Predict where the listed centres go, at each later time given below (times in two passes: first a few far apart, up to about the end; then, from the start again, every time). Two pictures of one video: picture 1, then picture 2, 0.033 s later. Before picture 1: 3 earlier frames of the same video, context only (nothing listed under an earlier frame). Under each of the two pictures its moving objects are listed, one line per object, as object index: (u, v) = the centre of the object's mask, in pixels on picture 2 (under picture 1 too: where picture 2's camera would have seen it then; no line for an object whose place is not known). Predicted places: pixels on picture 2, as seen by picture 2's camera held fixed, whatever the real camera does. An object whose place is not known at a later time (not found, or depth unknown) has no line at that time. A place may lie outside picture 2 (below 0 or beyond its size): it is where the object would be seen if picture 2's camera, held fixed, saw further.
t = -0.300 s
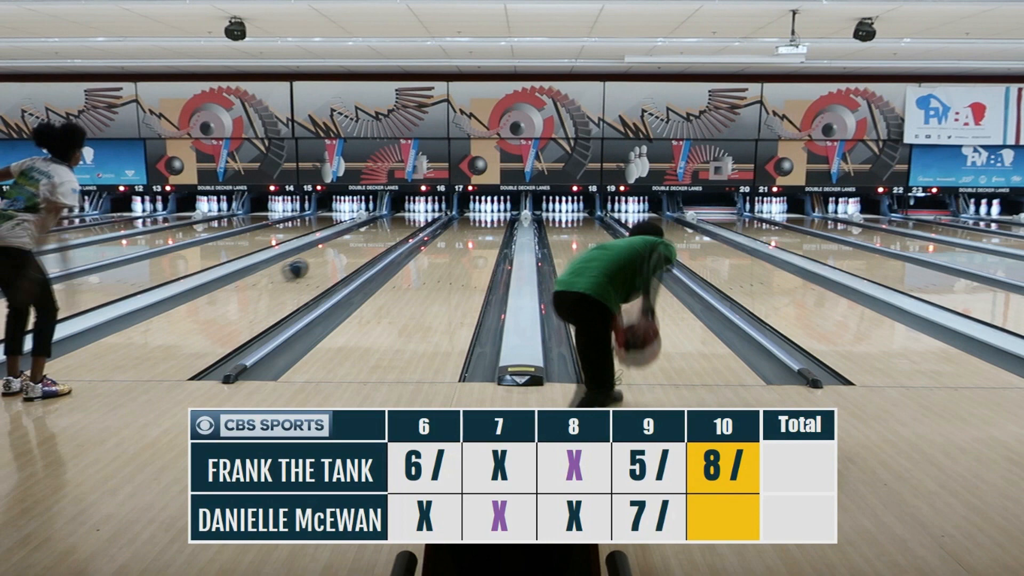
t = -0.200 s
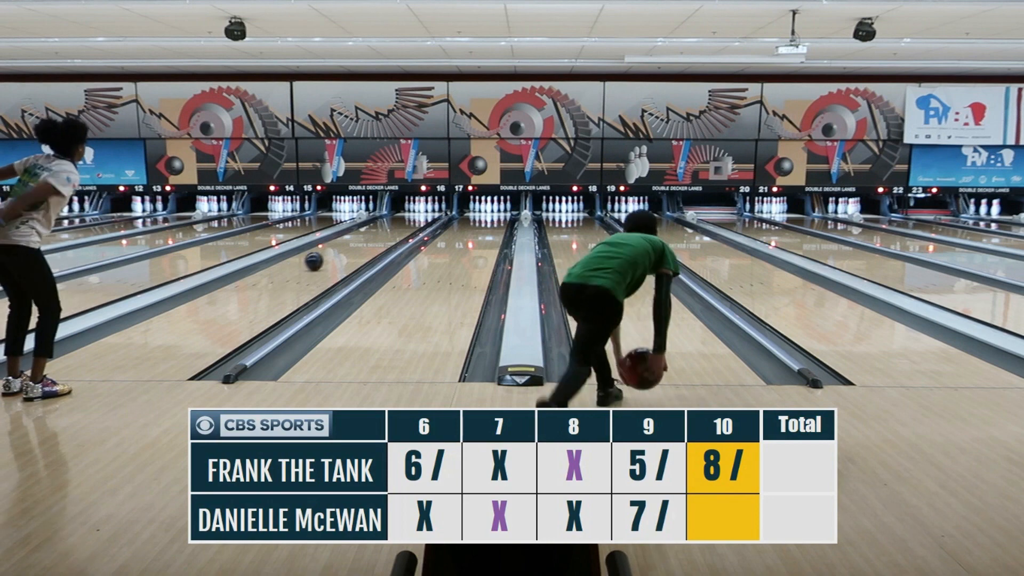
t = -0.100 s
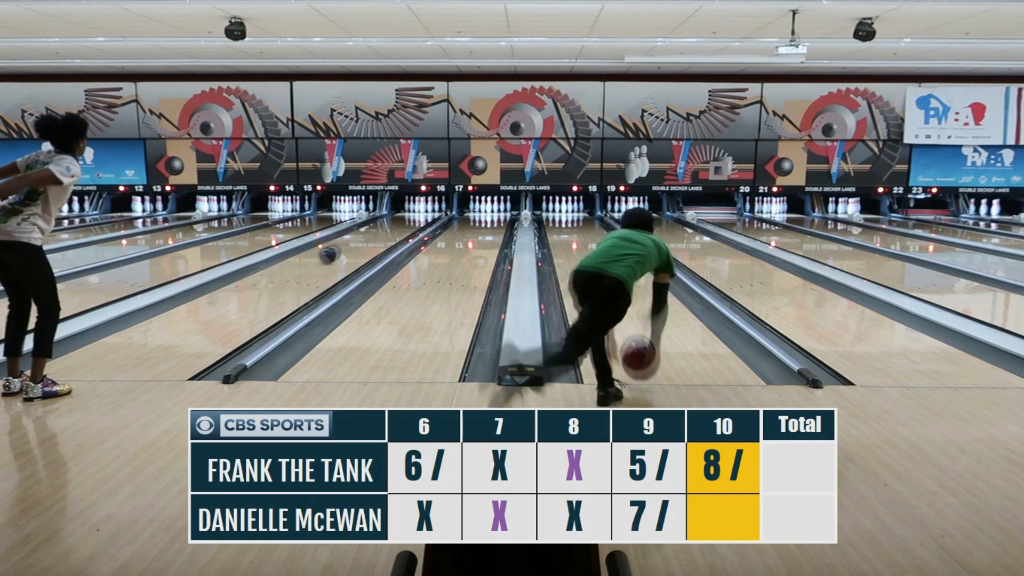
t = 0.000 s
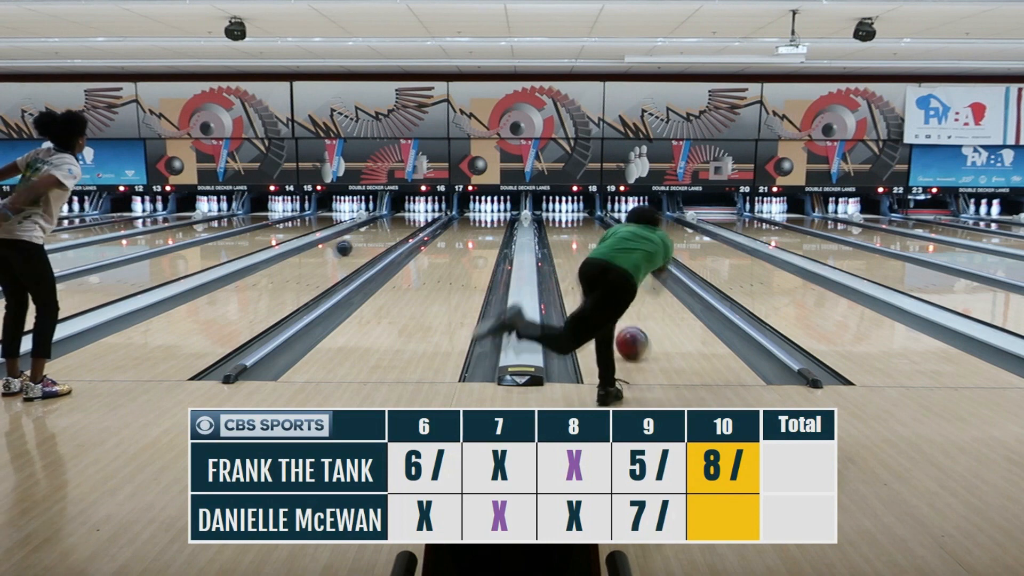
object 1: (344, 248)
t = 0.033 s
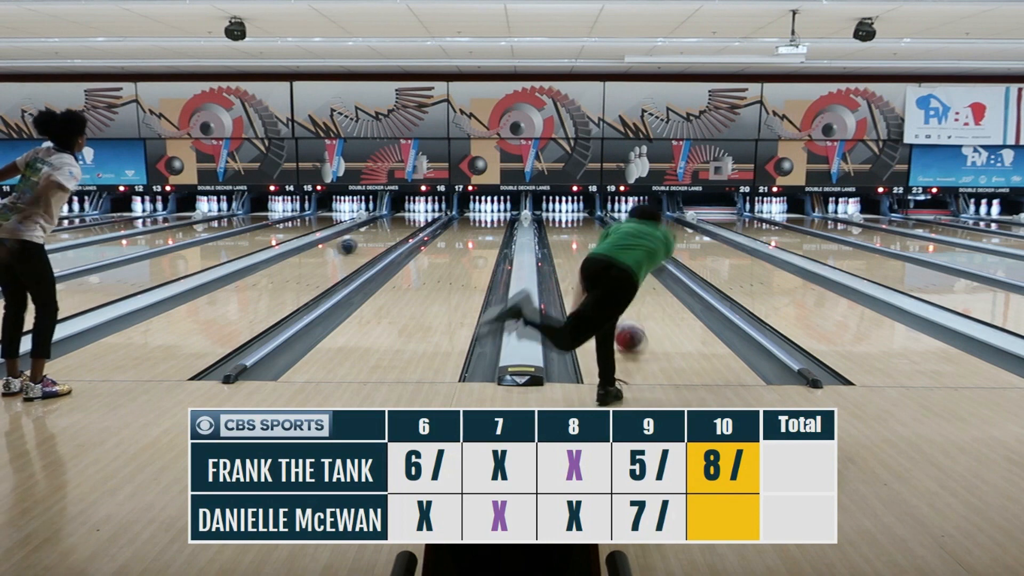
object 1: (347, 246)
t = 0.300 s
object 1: (375, 235)
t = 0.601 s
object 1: (398, 226)
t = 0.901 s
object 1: (414, 218)
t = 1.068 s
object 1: (420, 214)
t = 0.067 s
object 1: (350, 245)
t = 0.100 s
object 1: (354, 244)
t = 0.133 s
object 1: (359, 242)
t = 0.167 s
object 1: (363, 240)
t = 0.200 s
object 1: (367, 238)
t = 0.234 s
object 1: (368, 237)
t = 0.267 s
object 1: (371, 236)
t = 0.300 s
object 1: (375, 235)
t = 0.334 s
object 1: (379, 233)
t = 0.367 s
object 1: (381, 232)
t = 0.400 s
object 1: (383, 232)
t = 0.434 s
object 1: (386, 230)
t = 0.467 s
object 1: (388, 229)
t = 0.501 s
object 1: (391, 228)
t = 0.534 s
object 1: (394, 227)
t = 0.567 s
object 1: (395, 227)
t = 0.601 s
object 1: (398, 226)
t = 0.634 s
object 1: (400, 224)
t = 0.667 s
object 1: (402, 223)
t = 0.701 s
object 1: (404, 223)
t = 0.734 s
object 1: (405, 222)
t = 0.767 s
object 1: (407, 221)
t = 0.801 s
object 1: (409, 220)
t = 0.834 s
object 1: (411, 219)
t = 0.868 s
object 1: (412, 218)
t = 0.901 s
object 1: (414, 218)
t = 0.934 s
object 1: (415, 217)
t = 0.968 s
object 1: (417, 216)
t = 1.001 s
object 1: (418, 215)
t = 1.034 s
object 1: (419, 215)
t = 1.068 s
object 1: (420, 214)
